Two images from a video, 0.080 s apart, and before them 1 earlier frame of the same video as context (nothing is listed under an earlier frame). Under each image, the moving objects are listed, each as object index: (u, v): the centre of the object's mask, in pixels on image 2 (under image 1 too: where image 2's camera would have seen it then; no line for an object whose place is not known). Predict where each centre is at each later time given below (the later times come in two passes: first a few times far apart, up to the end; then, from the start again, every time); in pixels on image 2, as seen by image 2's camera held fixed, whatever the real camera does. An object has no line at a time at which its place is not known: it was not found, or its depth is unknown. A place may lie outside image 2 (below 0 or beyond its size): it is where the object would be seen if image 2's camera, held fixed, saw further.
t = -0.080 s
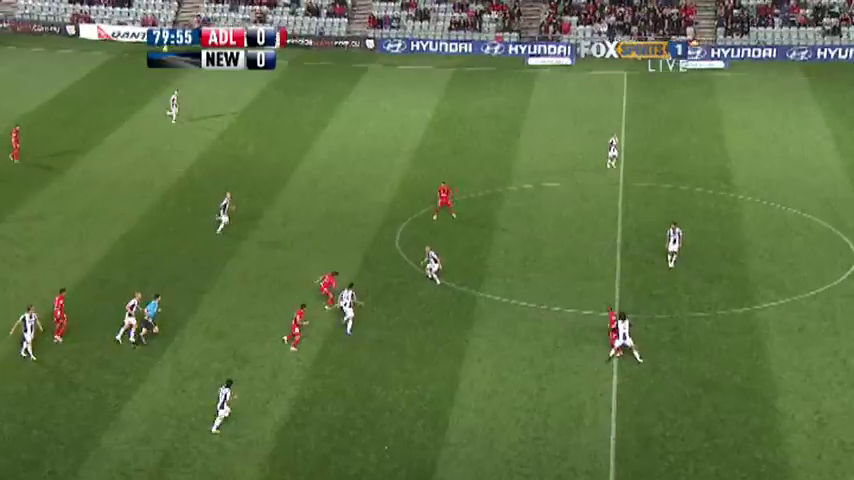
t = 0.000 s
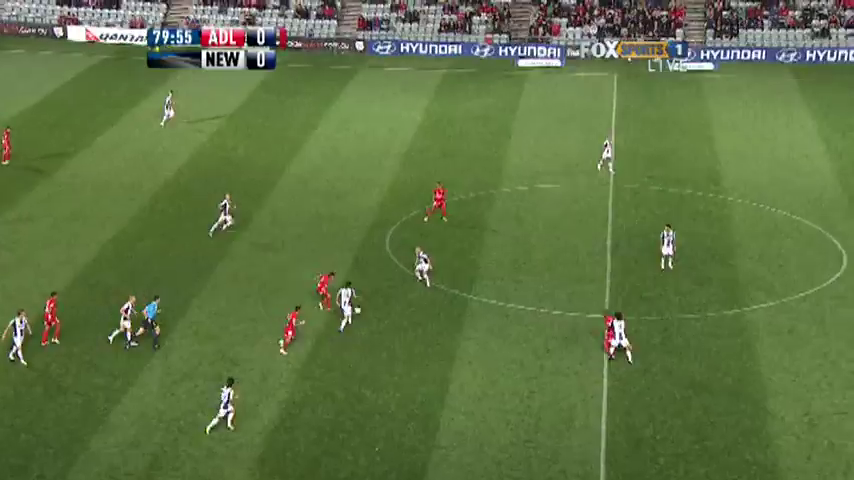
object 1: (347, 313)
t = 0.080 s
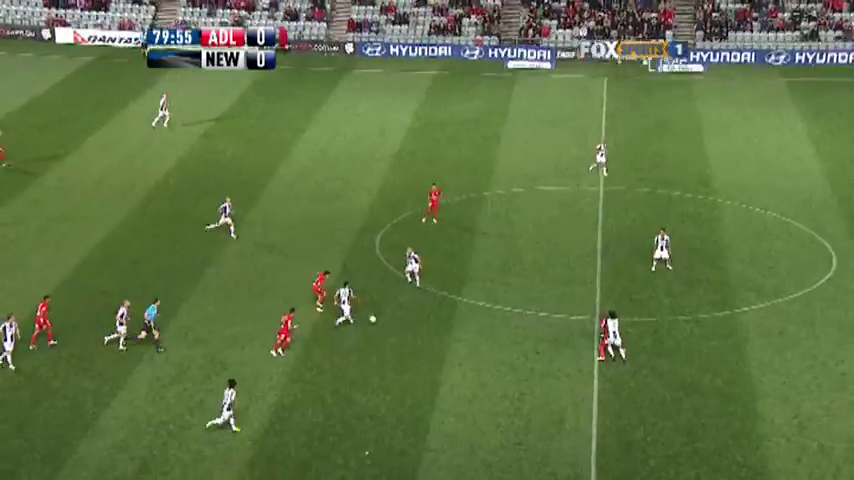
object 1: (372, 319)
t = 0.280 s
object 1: (434, 342)
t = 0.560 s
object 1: (514, 367)
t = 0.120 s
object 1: (385, 322)
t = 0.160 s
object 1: (397, 327)
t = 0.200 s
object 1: (410, 331)
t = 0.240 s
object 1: (422, 337)
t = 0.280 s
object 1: (434, 342)
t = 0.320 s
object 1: (446, 348)
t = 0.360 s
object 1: (458, 351)
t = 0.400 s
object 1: (469, 353)
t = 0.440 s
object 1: (480, 356)
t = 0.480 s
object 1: (492, 359)
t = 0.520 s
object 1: (503, 363)
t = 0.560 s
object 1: (514, 367)
